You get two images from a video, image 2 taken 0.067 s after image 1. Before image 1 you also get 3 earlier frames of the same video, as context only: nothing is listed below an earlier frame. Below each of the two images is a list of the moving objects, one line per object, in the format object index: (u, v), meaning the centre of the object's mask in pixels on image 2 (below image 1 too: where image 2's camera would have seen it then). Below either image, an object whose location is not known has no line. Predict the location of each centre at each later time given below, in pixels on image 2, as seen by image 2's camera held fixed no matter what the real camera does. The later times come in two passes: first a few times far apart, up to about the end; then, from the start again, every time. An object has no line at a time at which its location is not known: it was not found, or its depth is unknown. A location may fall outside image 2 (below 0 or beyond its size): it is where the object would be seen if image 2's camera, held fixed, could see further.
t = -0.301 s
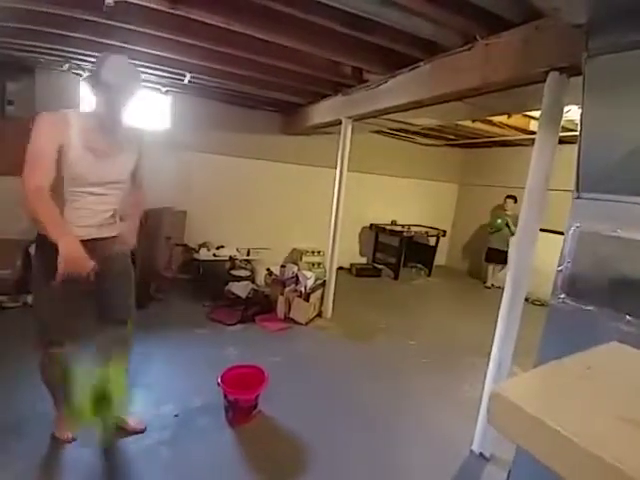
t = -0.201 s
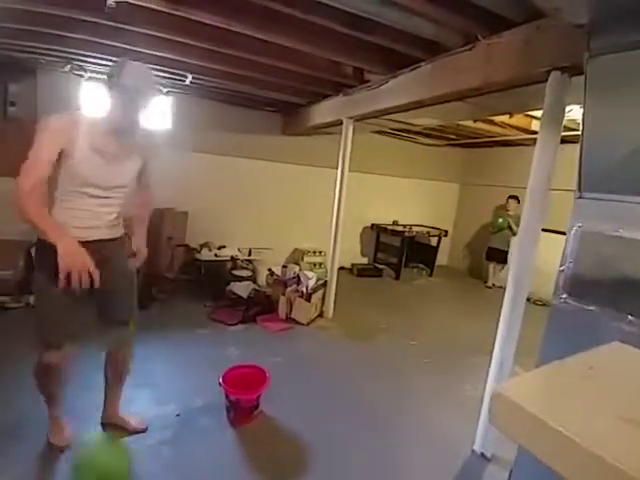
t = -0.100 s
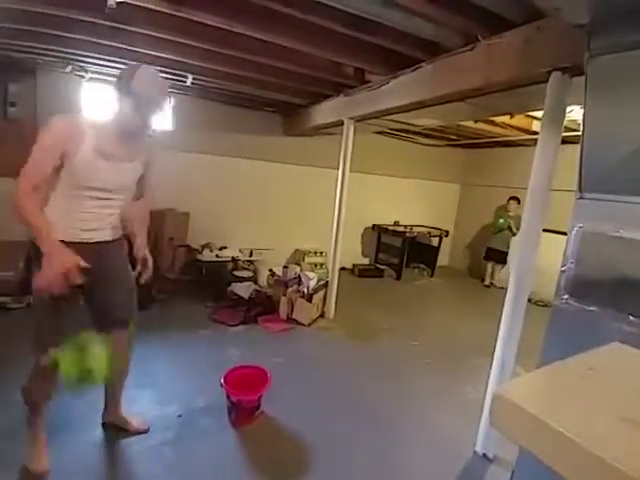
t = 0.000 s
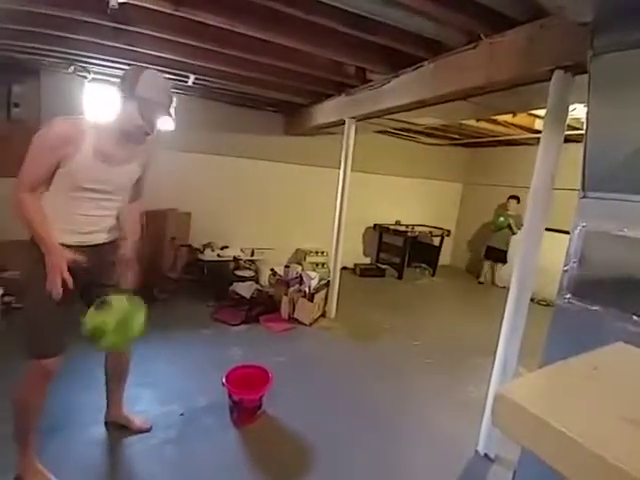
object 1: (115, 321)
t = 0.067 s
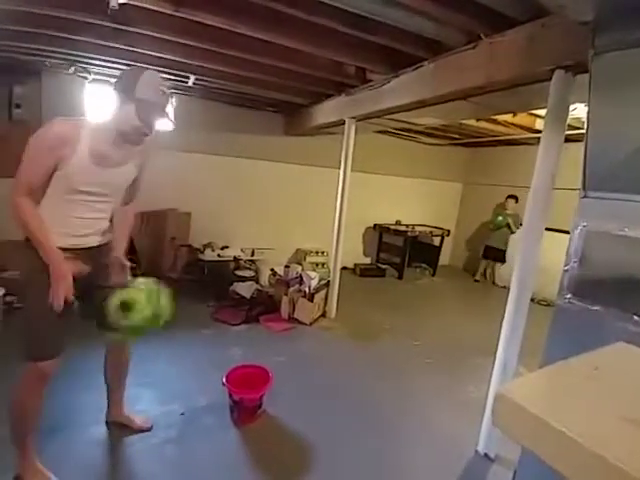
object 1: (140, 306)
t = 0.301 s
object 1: (213, 327)
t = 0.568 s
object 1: (272, 450)
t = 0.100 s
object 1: (150, 300)
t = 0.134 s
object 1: (161, 297)
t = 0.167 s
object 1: (170, 298)
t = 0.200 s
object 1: (180, 301)
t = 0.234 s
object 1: (190, 306)
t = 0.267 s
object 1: (201, 316)
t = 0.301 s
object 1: (213, 327)
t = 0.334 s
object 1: (223, 340)
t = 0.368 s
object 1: (230, 352)
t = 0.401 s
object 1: (240, 367)
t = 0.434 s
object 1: (247, 386)
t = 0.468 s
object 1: (255, 407)
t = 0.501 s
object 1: (262, 428)
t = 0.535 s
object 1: (271, 450)
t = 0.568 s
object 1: (272, 450)
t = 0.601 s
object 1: (273, 430)
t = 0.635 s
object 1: (274, 411)
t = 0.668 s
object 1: (274, 398)
